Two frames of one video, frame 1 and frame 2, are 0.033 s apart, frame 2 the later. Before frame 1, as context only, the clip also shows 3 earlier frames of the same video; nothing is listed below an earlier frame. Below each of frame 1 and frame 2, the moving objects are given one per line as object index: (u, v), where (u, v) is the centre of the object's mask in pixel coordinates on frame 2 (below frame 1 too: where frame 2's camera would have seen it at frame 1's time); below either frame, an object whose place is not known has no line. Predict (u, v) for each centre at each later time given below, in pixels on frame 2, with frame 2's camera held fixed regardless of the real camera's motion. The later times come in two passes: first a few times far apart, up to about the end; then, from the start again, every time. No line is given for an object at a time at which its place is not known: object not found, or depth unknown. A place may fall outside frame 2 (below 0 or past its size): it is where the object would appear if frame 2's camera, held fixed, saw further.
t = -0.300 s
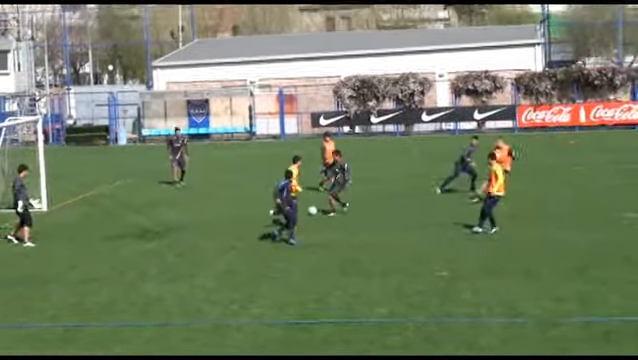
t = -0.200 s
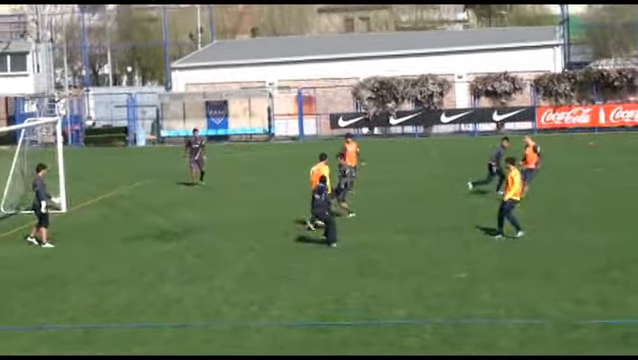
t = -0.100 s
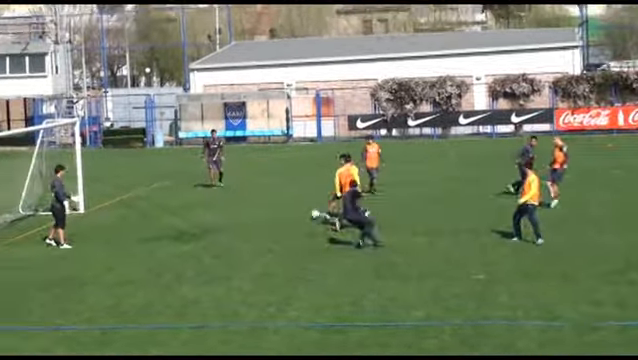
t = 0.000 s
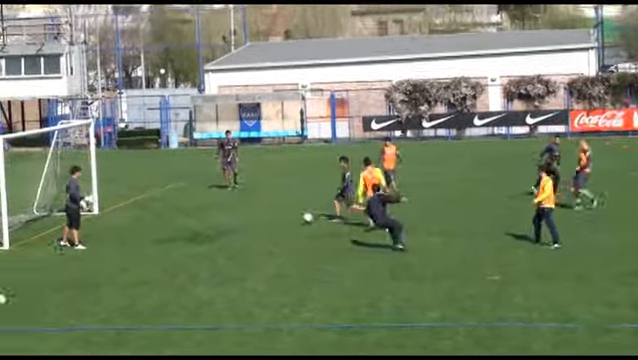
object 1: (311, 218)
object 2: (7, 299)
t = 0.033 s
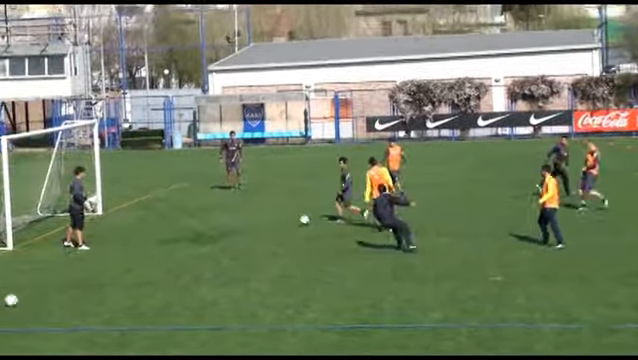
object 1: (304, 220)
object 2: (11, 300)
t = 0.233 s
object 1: (265, 222)
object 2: (62, 302)
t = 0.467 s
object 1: (222, 227)
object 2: (122, 304)
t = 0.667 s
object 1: (184, 232)
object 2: (173, 305)
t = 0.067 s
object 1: (297, 221)
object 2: (19, 301)
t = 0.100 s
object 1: (291, 220)
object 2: (27, 301)
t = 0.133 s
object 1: (284, 220)
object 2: (36, 302)
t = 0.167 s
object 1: (278, 220)
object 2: (45, 302)
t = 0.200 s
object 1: (272, 221)
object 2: (54, 302)
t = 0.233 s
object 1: (265, 222)
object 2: (62, 302)
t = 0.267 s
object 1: (259, 223)
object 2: (71, 303)
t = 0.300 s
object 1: (252, 226)
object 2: (79, 303)
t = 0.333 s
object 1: (247, 227)
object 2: (88, 303)
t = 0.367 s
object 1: (241, 226)
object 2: (97, 303)
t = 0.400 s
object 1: (234, 226)
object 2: (105, 303)
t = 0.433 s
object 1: (228, 226)
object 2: (114, 304)
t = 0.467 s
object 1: (222, 227)
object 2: (122, 304)
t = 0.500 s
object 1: (216, 228)
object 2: (131, 304)
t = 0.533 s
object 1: (209, 229)
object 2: (139, 304)
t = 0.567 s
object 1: (203, 231)
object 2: (148, 304)
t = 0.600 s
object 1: (197, 232)
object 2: (157, 305)
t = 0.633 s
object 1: (191, 232)
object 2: (165, 305)
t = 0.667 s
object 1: (184, 232)
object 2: (173, 305)
